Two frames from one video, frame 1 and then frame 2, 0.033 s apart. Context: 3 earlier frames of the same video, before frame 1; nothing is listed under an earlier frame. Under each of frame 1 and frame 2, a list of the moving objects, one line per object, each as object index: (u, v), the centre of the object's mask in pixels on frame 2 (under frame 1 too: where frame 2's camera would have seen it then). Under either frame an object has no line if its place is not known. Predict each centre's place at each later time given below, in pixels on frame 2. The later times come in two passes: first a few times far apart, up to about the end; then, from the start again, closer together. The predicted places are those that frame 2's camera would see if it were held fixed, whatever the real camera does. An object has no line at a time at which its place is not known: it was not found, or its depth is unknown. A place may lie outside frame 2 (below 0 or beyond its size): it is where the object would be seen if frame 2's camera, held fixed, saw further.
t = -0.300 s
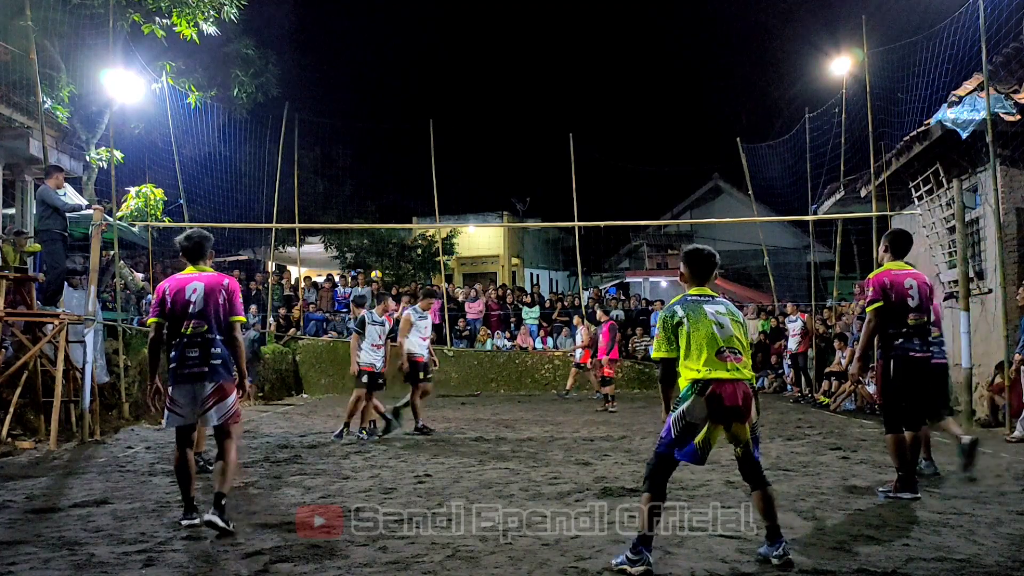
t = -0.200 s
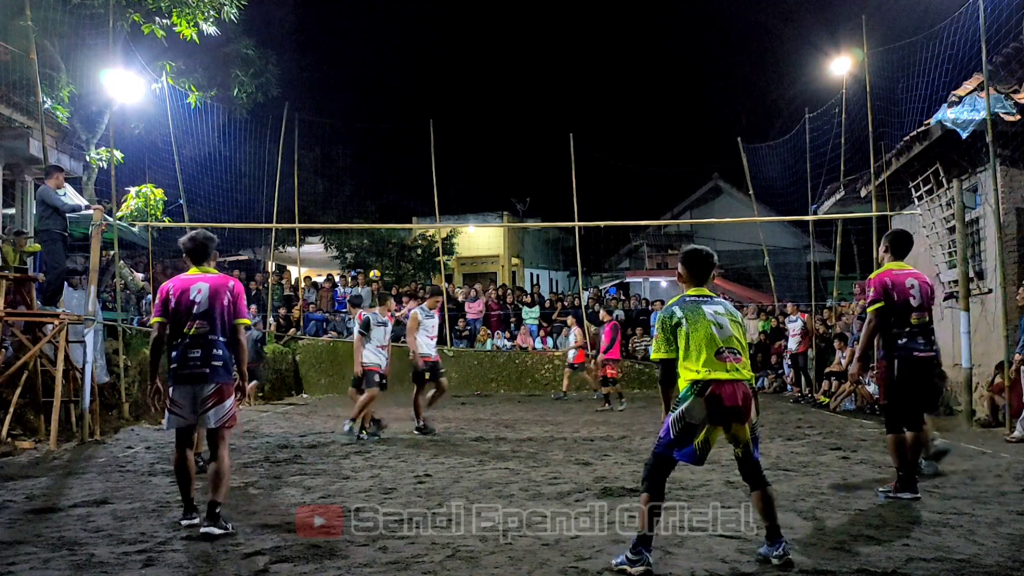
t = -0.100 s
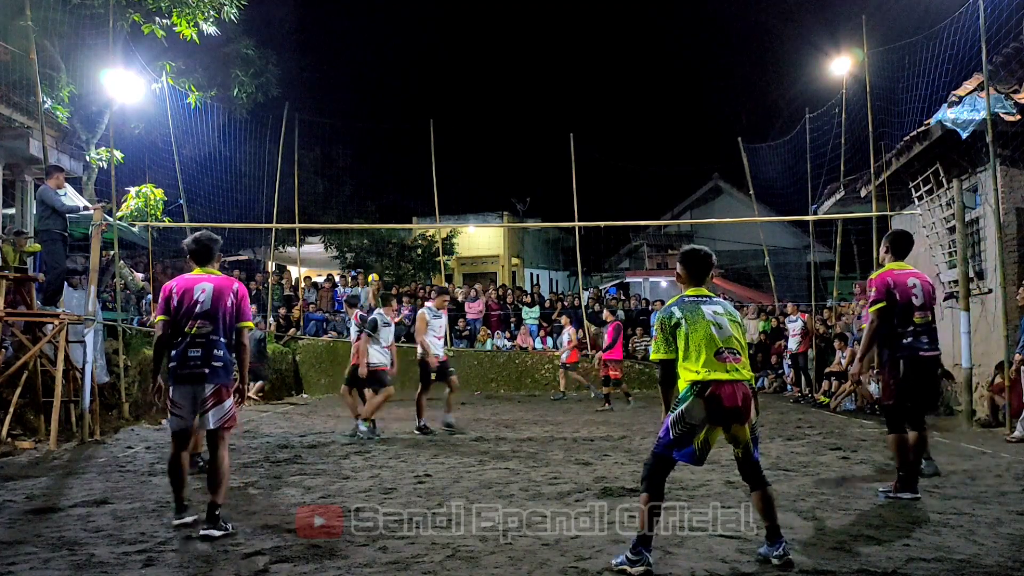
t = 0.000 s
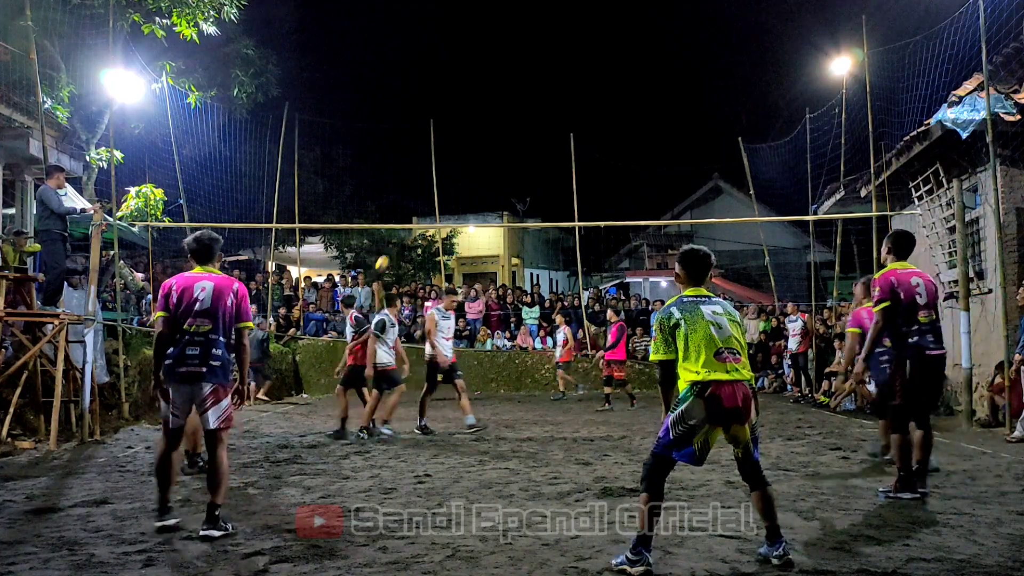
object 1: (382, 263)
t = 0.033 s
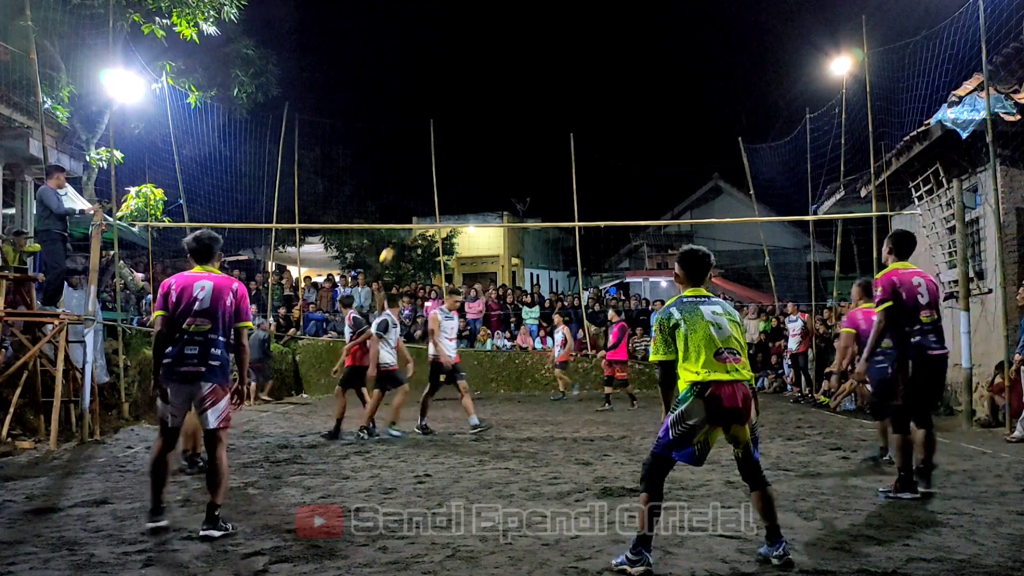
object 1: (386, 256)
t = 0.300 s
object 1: (433, 198)
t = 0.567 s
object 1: (518, 165)
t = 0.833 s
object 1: (694, 201)
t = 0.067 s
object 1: (391, 248)
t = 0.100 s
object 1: (396, 240)
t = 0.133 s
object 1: (400, 234)
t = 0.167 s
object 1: (408, 225)
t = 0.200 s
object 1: (413, 218)
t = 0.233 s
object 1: (419, 212)
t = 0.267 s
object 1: (426, 205)
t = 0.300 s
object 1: (433, 198)
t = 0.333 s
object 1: (441, 192)
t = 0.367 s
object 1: (449, 186)
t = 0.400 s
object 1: (458, 181)
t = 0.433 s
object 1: (468, 176)
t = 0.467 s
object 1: (479, 172)
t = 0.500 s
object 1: (491, 169)
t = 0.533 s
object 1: (504, 167)
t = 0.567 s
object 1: (518, 165)
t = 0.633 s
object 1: (551, 166)
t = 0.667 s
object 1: (569, 167)
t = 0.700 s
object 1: (589, 171)
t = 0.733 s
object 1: (612, 176)
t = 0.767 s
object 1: (637, 183)
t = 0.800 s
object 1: (663, 191)
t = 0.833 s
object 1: (694, 201)
